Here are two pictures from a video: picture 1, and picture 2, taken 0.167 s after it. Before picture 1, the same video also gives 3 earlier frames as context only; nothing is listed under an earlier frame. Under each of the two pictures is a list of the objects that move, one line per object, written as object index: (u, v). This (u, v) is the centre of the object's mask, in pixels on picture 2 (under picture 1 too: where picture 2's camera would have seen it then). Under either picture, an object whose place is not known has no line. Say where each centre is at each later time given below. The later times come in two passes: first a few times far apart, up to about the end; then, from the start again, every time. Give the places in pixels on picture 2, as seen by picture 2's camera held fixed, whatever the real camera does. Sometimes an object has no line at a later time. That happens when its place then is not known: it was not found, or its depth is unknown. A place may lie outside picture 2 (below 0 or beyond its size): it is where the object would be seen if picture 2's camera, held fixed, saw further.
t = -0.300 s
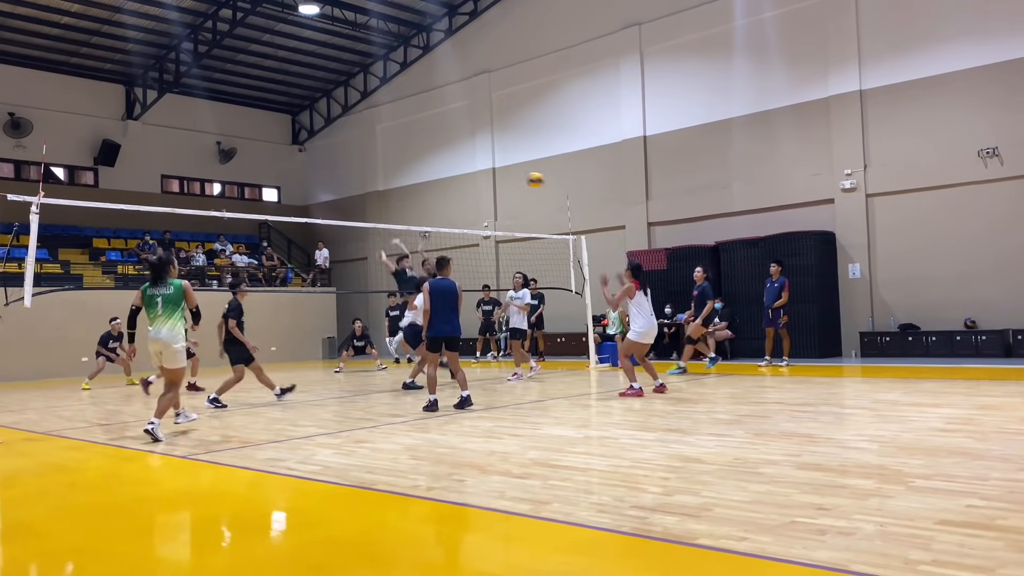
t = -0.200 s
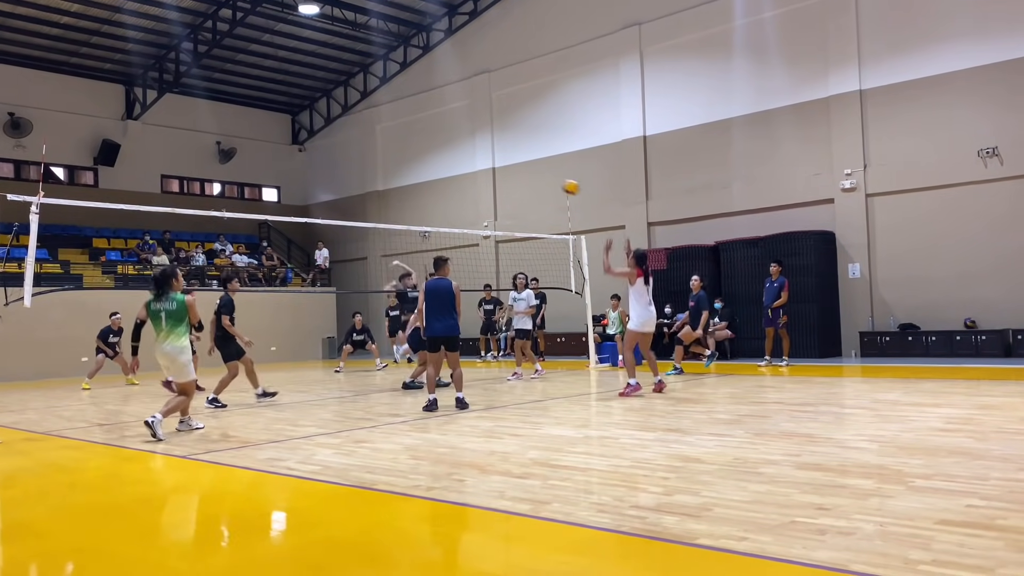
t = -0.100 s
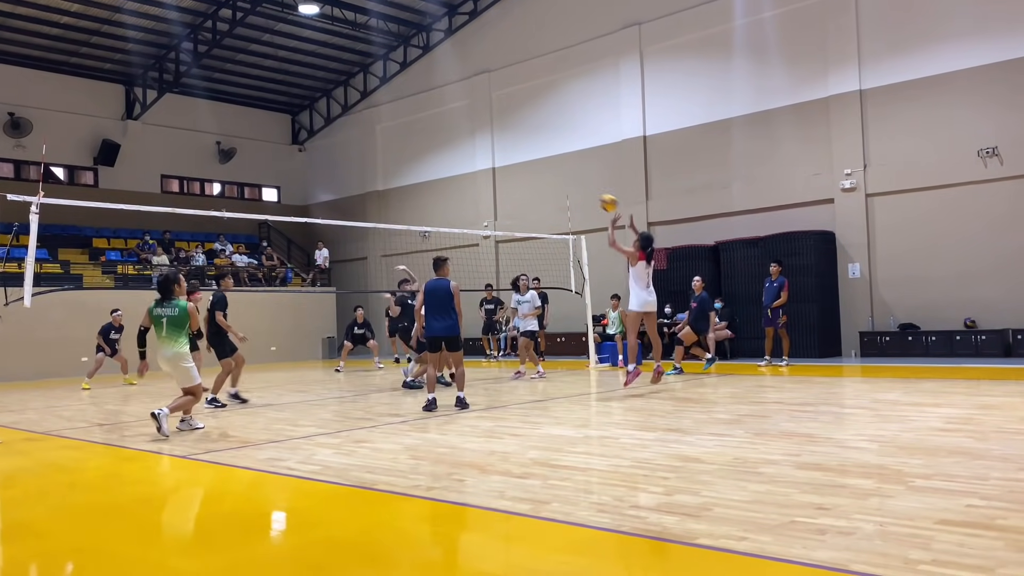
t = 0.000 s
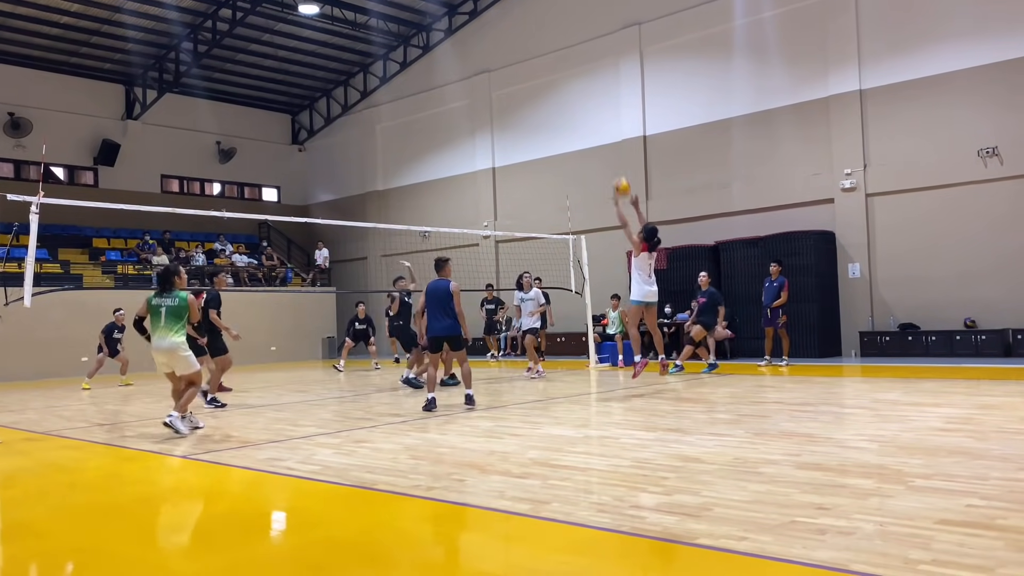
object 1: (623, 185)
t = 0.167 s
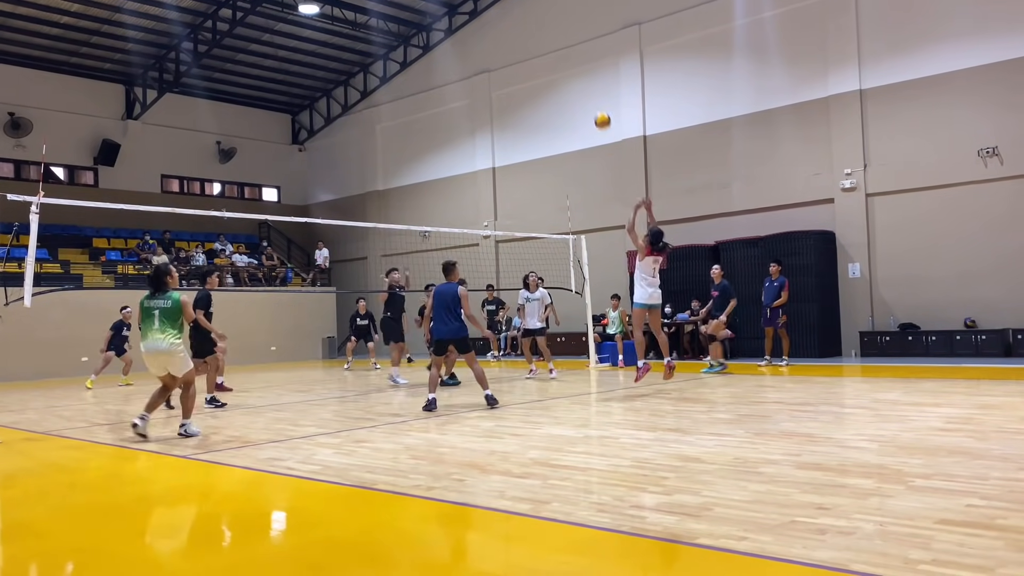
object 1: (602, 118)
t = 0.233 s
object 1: (595, 98)
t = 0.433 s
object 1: (574, 62)
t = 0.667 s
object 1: (557, 57)
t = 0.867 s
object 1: (543, 85)
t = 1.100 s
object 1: (528, 147)
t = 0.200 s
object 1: (598, 108)
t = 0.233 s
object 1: (595, 98)
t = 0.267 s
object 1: (590, 89)
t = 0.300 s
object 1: (587, 82)
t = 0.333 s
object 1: (584, 76)
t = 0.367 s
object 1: (581, 70)
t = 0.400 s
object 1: (578, 65)
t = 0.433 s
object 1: (574, 62)
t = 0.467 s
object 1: (571, 59)
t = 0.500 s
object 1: (570, 57)
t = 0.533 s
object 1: (567, 55)
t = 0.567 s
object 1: (565, 54)
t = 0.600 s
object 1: (562, 54)
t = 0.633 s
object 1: (560, 55)
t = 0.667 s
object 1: (557, 57)
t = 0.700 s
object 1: (555, 60)
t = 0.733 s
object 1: (552, 64)
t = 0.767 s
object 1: (550, 68)
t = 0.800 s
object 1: (548, 73)
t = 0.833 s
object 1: (545, 78)
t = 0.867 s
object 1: (543, 85)
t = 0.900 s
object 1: (540, 92)
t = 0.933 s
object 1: (538, 99)
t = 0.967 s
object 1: (535, 107)
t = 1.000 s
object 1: (532, 116)
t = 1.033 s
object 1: (530, 126)
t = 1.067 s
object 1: (529, 136)
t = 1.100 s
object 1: (528, 147)
